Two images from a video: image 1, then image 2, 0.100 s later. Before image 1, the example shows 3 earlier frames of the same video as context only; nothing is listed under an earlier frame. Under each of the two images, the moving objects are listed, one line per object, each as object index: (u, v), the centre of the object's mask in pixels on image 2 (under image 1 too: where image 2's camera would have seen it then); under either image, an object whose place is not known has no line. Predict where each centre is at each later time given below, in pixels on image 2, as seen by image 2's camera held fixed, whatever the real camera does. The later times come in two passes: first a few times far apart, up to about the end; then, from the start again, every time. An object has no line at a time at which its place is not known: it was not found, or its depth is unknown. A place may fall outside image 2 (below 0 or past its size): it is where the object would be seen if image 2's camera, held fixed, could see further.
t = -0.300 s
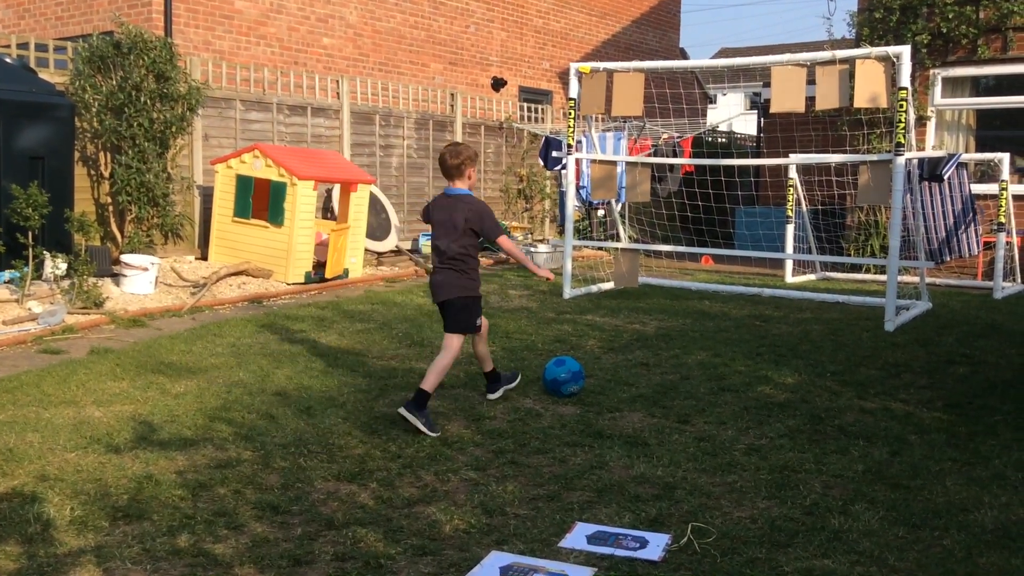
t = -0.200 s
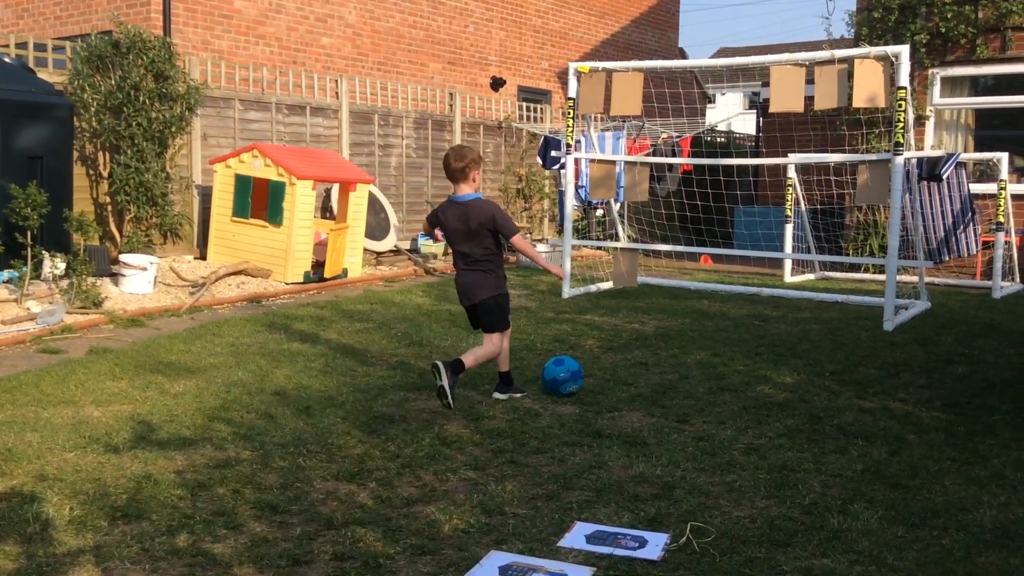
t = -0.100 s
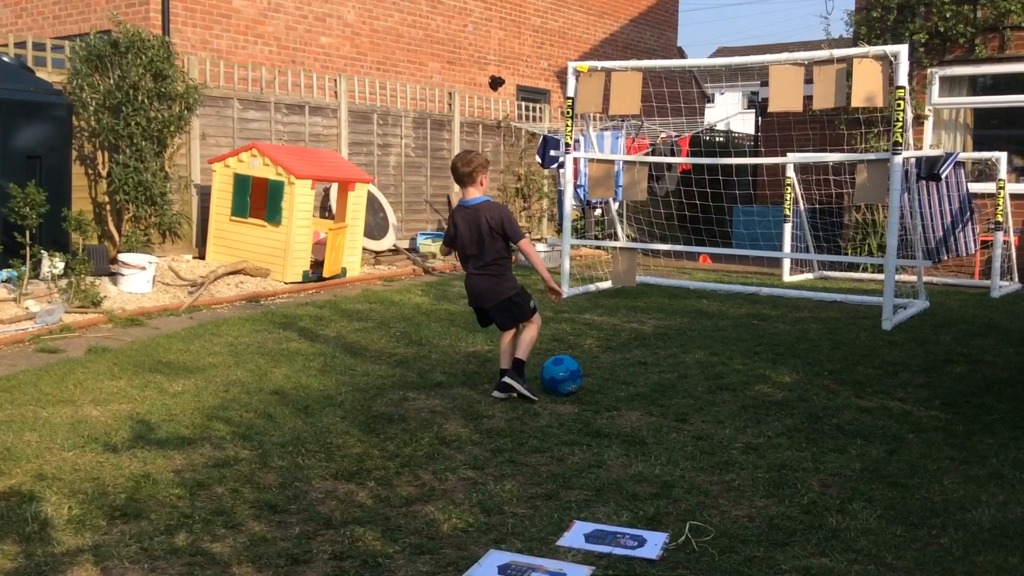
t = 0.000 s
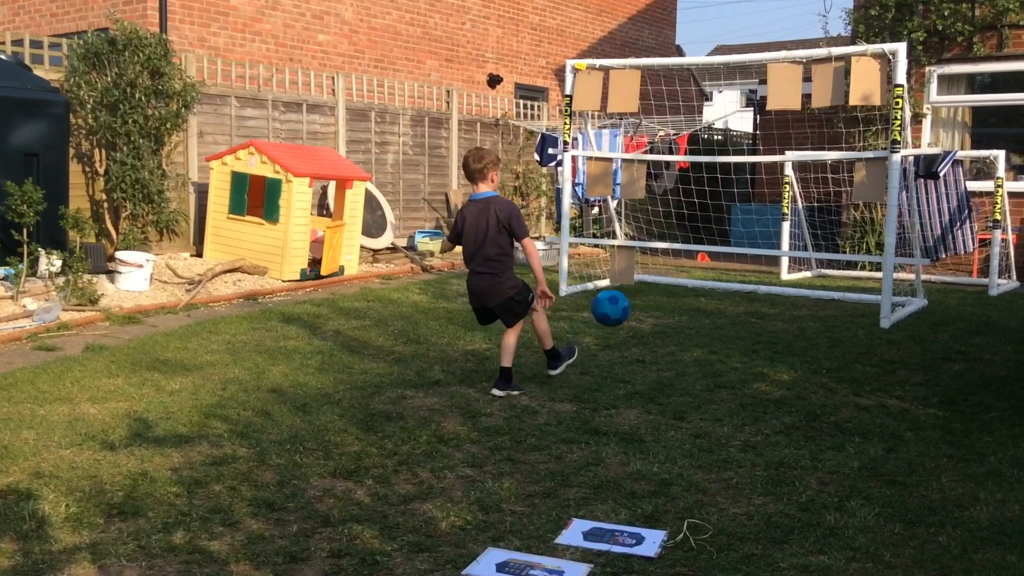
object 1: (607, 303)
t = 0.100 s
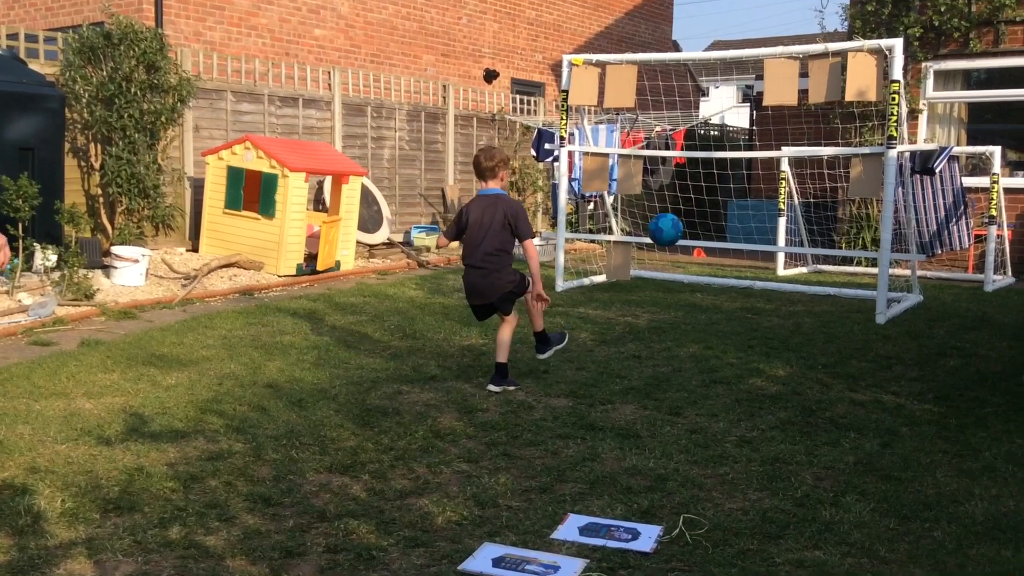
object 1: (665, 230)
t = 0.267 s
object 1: (740, 160)
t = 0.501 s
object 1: (773, 113)
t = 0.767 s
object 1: (775, 116)
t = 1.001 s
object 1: (770, 199)
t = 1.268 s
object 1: (769, 263)
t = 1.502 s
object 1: (780, 216)
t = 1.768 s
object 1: (788, 246)
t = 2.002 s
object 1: (794, 276)
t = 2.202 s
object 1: (801, 255)
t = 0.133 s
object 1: (683, 210)
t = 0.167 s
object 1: (698, 195)
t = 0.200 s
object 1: (713, 181)
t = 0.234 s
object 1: (727, 170)
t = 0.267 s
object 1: (740, 160)
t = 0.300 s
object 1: (753, 153)
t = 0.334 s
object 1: (764, 146)
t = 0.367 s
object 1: (770, 141)
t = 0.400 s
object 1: (771, 130)
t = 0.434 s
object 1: (772, 122)
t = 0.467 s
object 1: (773, 116)
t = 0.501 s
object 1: (773, 113)
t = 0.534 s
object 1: (775, 111)
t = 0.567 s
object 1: (776, 109)
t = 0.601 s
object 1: (776, 109)
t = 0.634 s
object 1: (775, 109)
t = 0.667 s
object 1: (774, 108)
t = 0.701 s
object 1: (774, 109)
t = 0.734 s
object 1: (775, 111)
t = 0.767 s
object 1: (775, 116)
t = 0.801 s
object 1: (775, 122)
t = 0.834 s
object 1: (774, 132)
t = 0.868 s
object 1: (773, 140)
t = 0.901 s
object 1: (773, 157)
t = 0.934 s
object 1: (772, 169)
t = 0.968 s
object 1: (771, 183)
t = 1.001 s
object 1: (770, 199)
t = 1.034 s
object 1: (768, 216)
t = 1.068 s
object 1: (767, 234)
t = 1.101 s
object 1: (765, 260)
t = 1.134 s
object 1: (765, 278)
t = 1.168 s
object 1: (764, 299)
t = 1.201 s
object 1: (765, 288)
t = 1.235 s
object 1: (767, 275)
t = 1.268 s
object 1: (769, 263)
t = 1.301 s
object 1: (770, 253)
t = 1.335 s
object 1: (773, 238)
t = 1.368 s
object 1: (774, 233)
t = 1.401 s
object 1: (776, 227)
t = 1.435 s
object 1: (777, 222)
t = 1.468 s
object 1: (779, 218)
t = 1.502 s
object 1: (780, 216)
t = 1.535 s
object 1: (781, 214)
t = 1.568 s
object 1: (782, 215)
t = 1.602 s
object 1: (783, 216)
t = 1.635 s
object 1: (785, 219)
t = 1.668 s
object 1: (785, 224)
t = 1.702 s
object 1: (786, 230)
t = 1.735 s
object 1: (788, 236)
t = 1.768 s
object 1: (788, 246)
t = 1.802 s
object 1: (789, 260)
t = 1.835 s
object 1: (790, 269)
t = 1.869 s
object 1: (790, 282)
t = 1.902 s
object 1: (791, 297)
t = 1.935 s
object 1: (792, 294)
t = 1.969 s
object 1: (793, 284)
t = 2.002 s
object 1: (794, 276)
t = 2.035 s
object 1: (796, 268)
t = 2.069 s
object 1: (797, 264)
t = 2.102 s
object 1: (798, 261)
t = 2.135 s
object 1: (799, 257)
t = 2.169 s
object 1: (800, 255)
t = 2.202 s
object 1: (801, 255)
